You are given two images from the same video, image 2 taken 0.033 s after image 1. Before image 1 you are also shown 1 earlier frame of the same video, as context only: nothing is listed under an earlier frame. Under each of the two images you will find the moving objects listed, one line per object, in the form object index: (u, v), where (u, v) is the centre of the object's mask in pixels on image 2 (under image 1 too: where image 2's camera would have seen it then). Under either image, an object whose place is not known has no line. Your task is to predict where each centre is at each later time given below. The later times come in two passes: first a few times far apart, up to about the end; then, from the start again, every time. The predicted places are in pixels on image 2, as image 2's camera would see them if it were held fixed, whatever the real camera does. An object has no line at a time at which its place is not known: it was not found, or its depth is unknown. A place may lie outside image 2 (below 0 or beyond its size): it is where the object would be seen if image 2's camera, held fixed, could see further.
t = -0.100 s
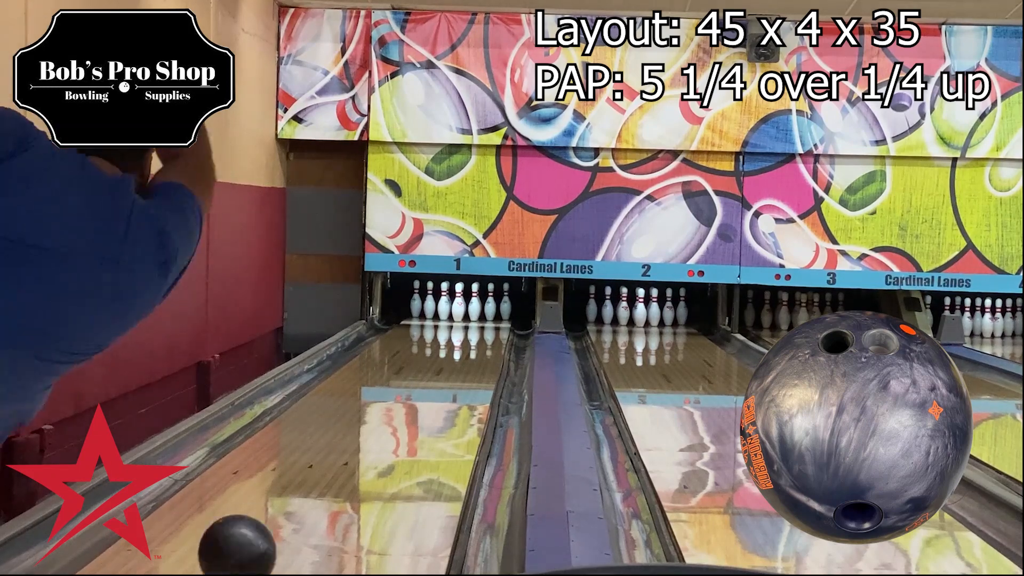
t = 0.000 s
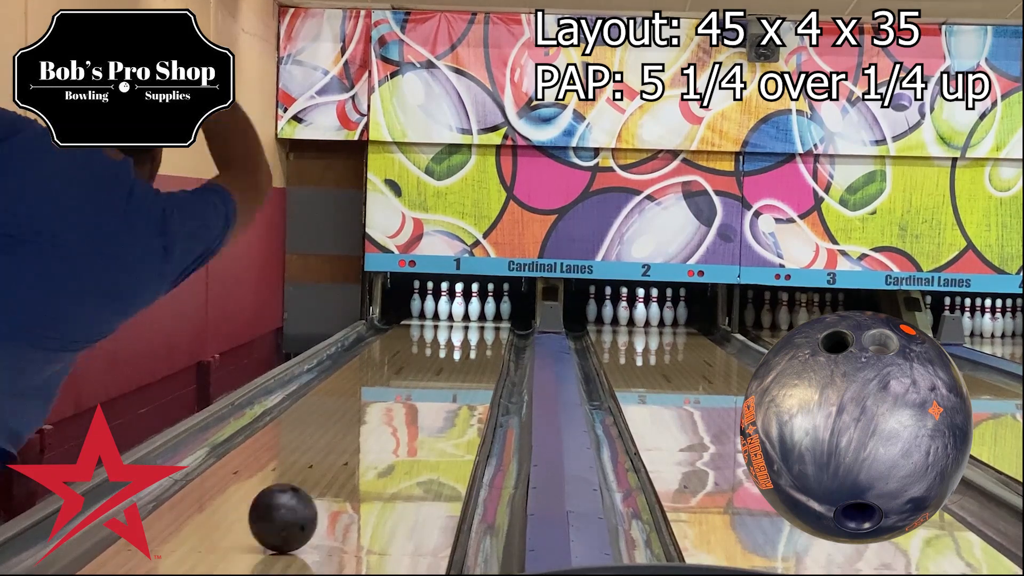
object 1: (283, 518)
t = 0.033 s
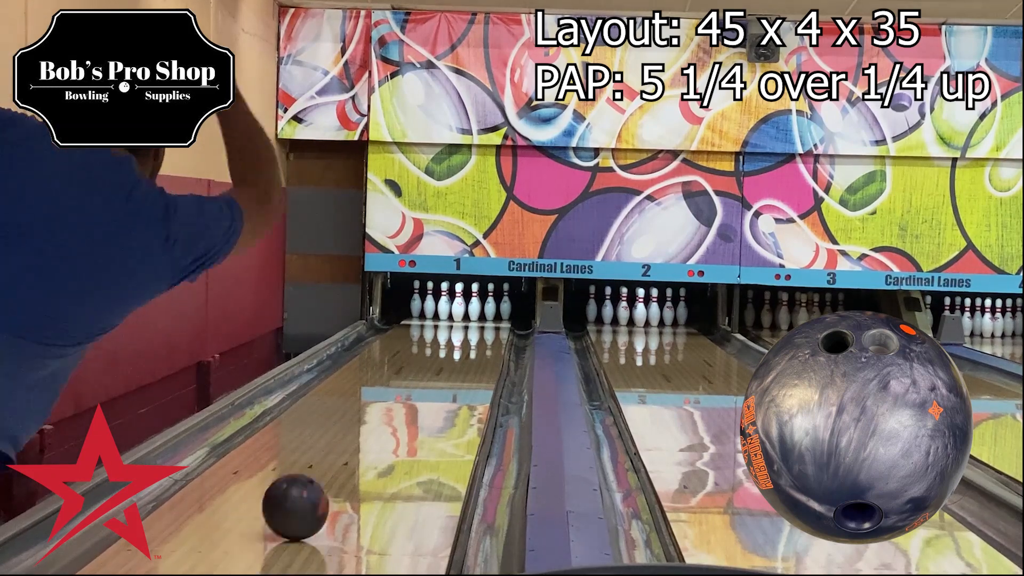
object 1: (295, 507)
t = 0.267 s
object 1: (365, 448)
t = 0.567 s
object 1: (419, 404)
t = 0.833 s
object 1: (449, 376)
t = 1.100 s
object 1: (470, 356)
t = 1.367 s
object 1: (480, 341)
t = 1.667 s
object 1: (481, 327)
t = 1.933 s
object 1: (473, 319)
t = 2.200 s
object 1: (464, 311)
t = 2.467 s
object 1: (455, 309)
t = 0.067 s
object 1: (307, 497)
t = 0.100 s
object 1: (319, 487)
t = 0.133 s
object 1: (329, 478)
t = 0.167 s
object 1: (339, 470)
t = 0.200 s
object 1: (348, 462)
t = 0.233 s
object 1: (357, 455)
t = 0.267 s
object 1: (365, 448)
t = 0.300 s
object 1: (373, 442)
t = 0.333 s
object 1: (380, 436)
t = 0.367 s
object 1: (386, 431)
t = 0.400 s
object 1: (393, 426)
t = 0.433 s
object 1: (399, 422)
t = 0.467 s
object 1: (404, 417)
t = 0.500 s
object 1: (410, 413)
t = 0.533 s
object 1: (415, 408)
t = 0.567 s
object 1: (419, 404)
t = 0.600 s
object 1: (424, 400)
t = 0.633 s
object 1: (428, 396)
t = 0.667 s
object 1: (432, 392)
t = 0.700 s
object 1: (436, 389)
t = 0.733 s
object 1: (439, 386)
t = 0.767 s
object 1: (443, 381)
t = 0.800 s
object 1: (446, 379)
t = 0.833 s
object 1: (449, 376)
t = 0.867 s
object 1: (452, 373)
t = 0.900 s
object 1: (455, 370)
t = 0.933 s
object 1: (458, 368)
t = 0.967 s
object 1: (460, 365)
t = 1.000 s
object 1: (462, 363)
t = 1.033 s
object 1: (465, 361)
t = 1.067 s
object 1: (467, 358)
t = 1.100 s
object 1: (470, 356)
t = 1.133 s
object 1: (470, 354)
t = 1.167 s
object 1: (473, 352)
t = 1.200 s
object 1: (474, 350)
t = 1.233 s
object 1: (475, 348)
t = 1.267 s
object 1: (476, 346)
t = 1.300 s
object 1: (477, 344)
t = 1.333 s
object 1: (478, 342)
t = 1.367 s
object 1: (480, 341)
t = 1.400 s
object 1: (480, 339)
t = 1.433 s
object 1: (481, 337)
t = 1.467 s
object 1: (481, 336)
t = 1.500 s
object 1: (481, 334)
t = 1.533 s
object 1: (481, 333)
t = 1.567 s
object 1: (481, 331)
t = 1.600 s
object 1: (481, 330)
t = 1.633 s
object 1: (481, 328)
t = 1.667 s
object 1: (481, 327)
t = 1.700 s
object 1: (480, 326)
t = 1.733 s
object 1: (479, 325)
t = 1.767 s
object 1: (478, 324)
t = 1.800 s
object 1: (478, 323)
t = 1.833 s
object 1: (476, 322)
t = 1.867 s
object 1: (475, 321)
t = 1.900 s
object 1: (474, 320)
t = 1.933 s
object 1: (473, 319)
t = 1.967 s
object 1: (471, 318)
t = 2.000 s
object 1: (470, 316)
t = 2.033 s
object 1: (469, 316)
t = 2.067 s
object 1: (467, 314)
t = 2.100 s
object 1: (465, 313)
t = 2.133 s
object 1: (464, 312)
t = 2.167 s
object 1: (463, 311)
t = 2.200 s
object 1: (464, 311)
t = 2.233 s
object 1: (463, 310)
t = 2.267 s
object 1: (462, 310)
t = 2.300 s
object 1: (461, 310)
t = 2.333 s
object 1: (459, 310)
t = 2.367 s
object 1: (459, 308)
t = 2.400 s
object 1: (456, 309)
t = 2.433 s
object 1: (456, 308)
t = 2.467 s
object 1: (455, 309)
